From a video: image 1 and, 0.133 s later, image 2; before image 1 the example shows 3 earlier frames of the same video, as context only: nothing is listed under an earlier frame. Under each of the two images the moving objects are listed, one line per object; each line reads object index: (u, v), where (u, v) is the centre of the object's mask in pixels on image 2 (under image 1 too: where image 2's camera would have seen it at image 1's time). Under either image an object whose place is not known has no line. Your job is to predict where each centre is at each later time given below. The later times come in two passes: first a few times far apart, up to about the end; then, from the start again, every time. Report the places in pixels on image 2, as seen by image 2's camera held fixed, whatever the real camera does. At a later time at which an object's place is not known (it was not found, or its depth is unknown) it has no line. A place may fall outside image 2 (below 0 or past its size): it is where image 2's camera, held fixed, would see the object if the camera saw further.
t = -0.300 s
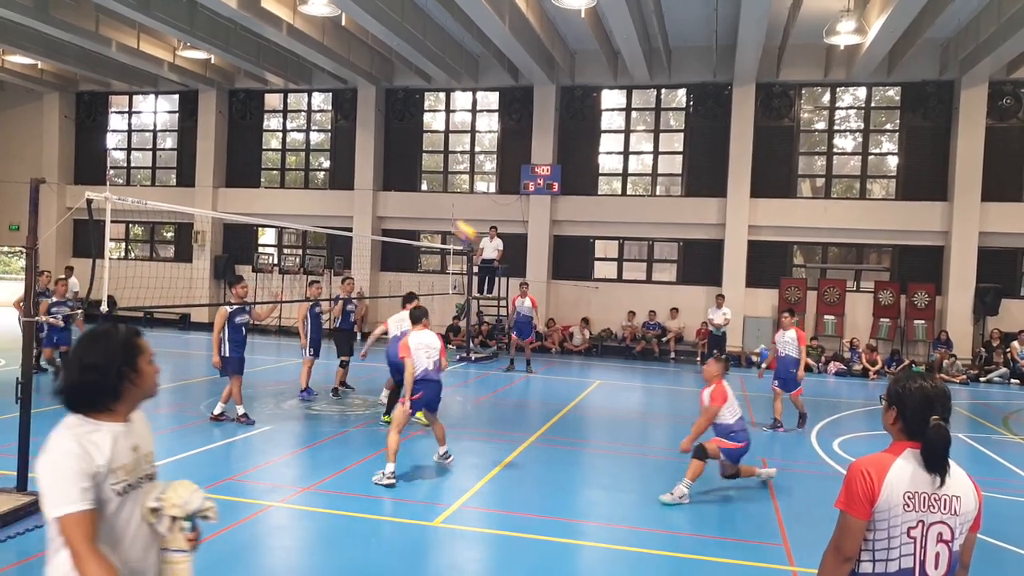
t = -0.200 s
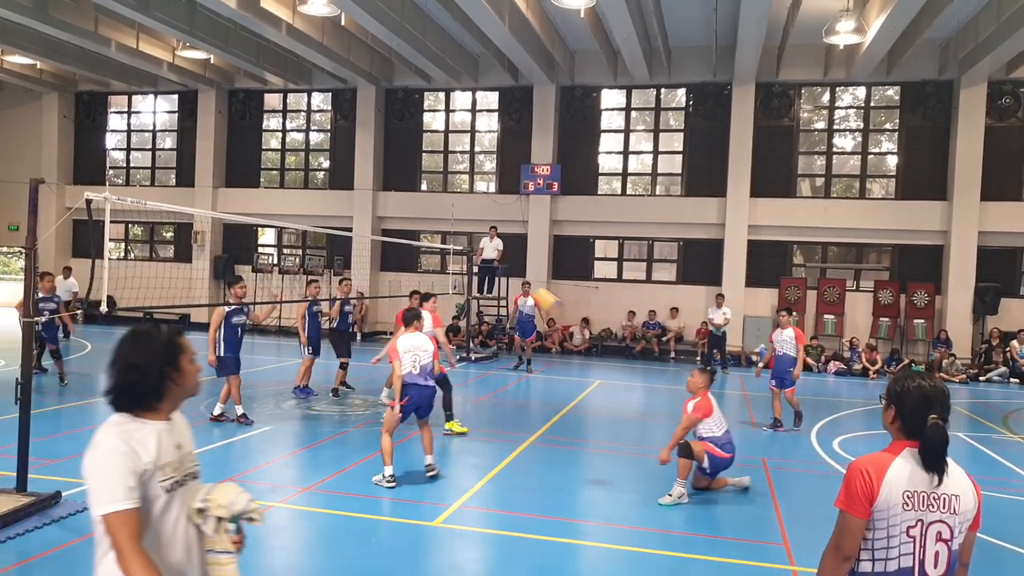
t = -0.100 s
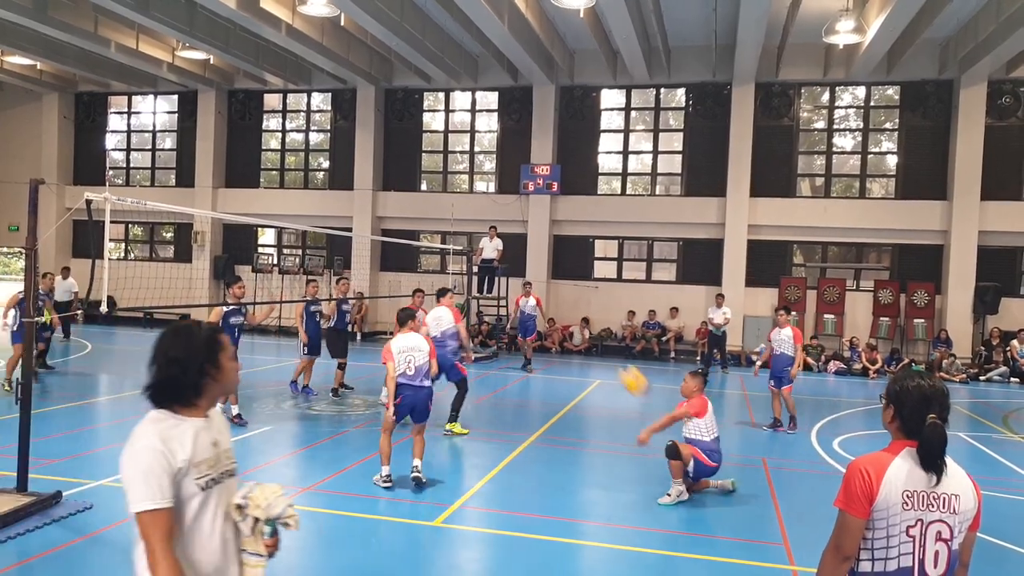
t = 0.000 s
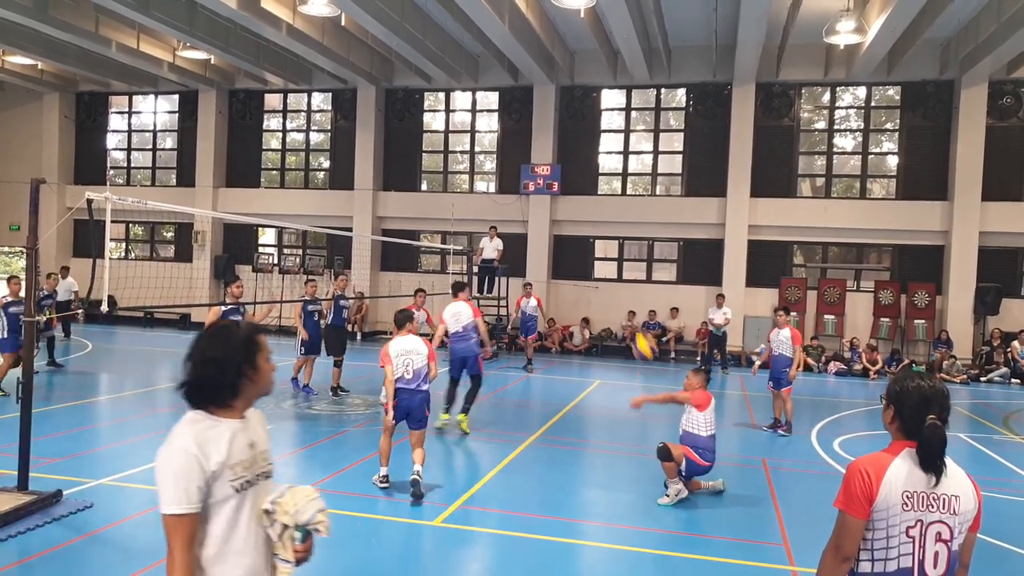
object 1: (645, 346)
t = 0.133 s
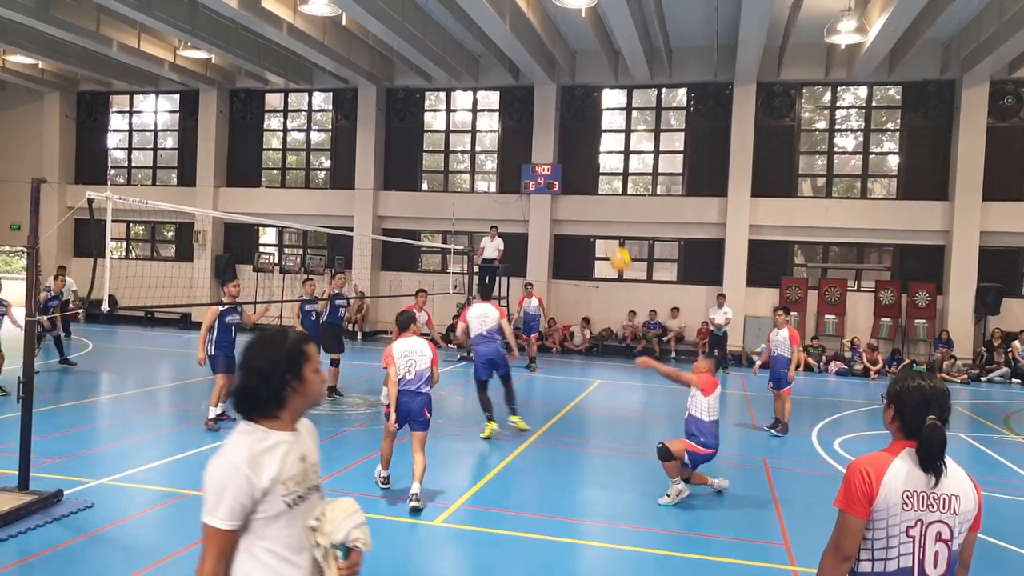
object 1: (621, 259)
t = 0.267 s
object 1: (599, 198)
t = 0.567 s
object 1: (556, 136)
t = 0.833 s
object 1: (522, 150)
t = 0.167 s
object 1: (615, 242)
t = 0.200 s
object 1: (610, 225)
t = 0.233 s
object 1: (605, 211)
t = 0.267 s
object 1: (599, 198)
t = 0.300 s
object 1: (594, 186)
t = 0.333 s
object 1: (589, 177)
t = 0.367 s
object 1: (584, 167)
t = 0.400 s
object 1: (579, 159)
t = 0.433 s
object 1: (574, 152)
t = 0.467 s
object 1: (570, 146)
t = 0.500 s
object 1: (565, 141)
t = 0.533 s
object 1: (561, 137)
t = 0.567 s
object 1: (556, 136)
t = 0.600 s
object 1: (551, 134)
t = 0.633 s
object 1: (546, 133)
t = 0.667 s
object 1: (543, 133)
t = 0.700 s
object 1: (537, 135)
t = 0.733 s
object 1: (532, 137)
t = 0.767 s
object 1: (529, 140)
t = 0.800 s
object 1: (525, 144)
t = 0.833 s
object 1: (522, 150)
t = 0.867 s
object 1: (517, 155)
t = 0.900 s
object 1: (513, 162)
